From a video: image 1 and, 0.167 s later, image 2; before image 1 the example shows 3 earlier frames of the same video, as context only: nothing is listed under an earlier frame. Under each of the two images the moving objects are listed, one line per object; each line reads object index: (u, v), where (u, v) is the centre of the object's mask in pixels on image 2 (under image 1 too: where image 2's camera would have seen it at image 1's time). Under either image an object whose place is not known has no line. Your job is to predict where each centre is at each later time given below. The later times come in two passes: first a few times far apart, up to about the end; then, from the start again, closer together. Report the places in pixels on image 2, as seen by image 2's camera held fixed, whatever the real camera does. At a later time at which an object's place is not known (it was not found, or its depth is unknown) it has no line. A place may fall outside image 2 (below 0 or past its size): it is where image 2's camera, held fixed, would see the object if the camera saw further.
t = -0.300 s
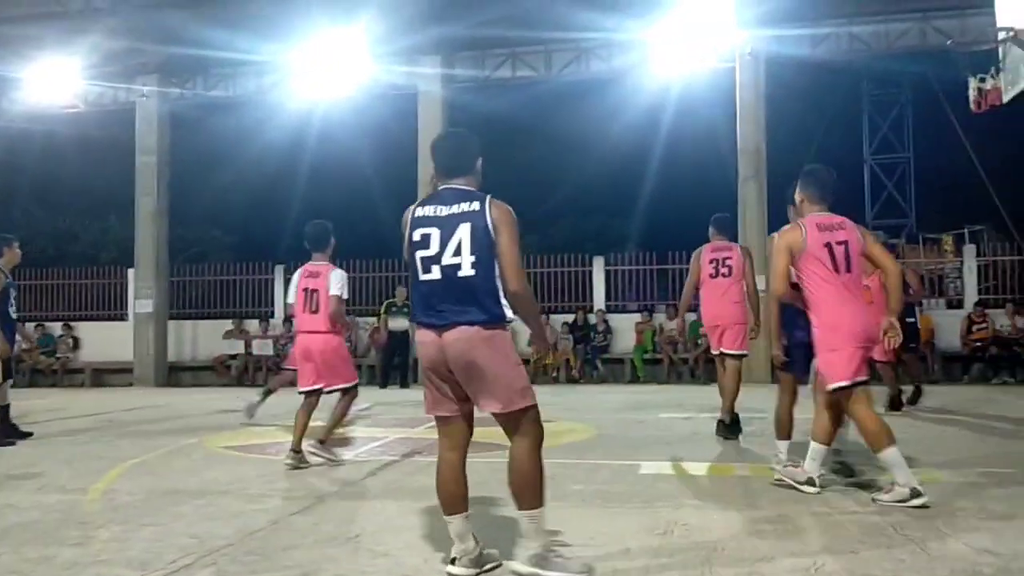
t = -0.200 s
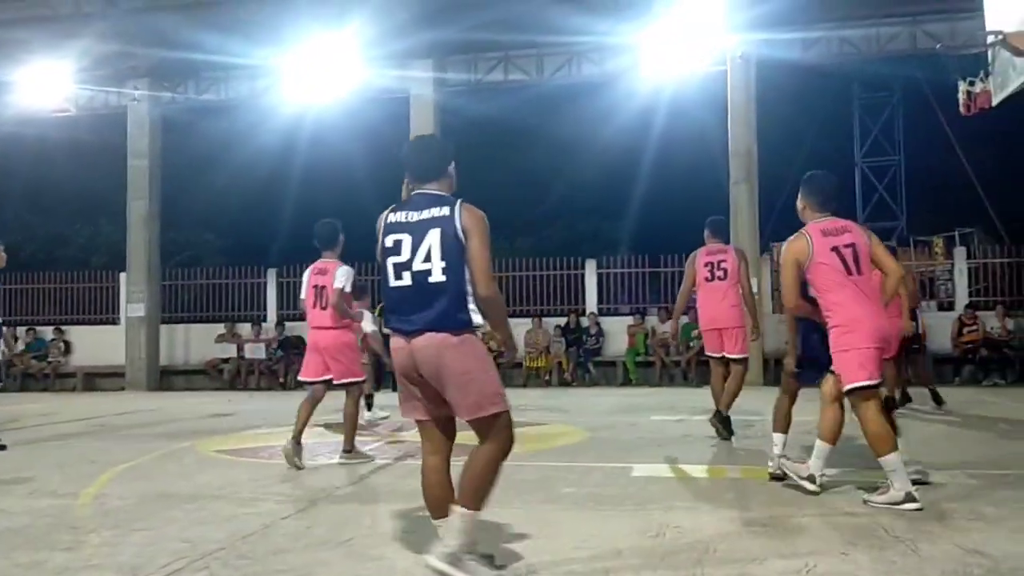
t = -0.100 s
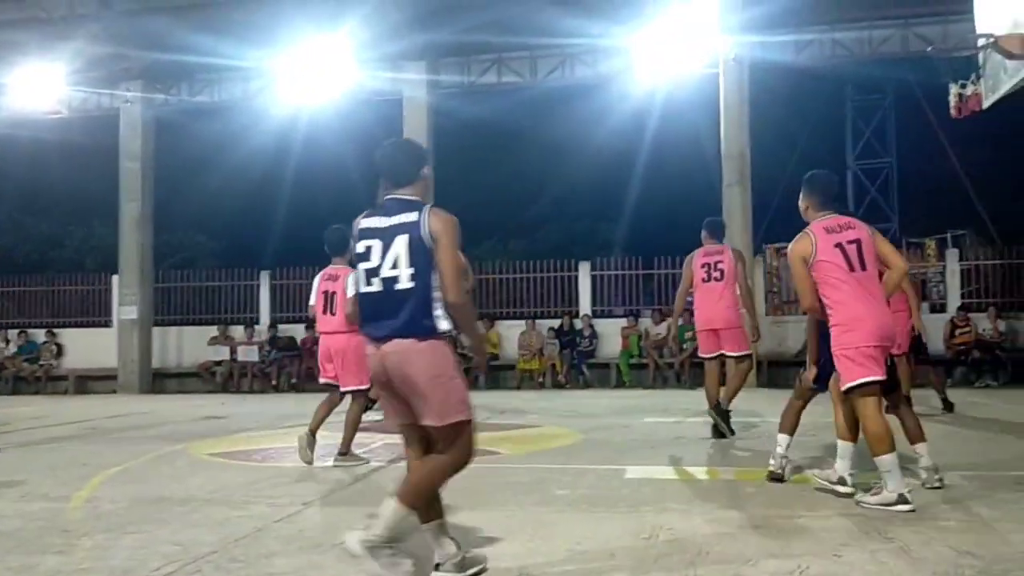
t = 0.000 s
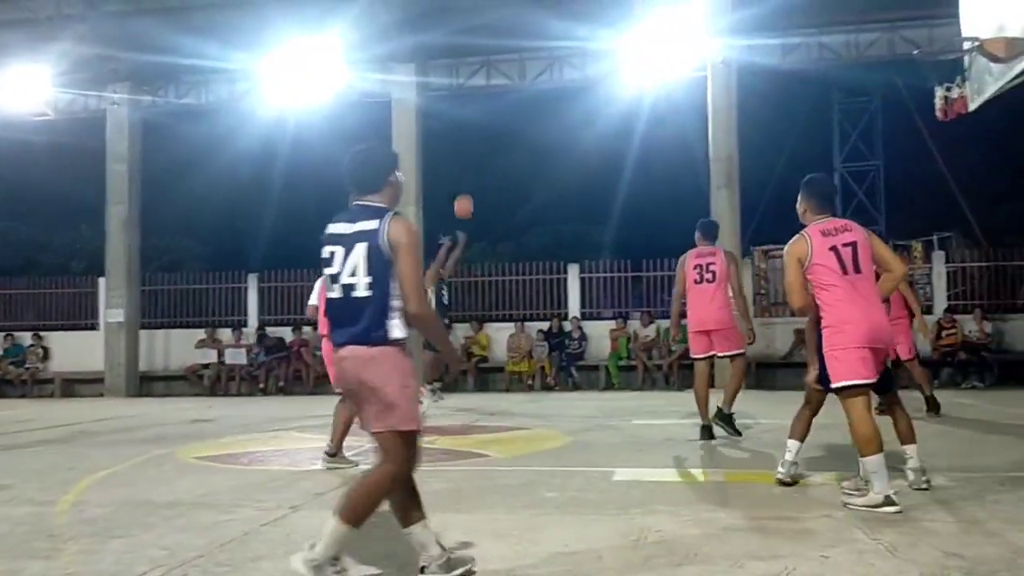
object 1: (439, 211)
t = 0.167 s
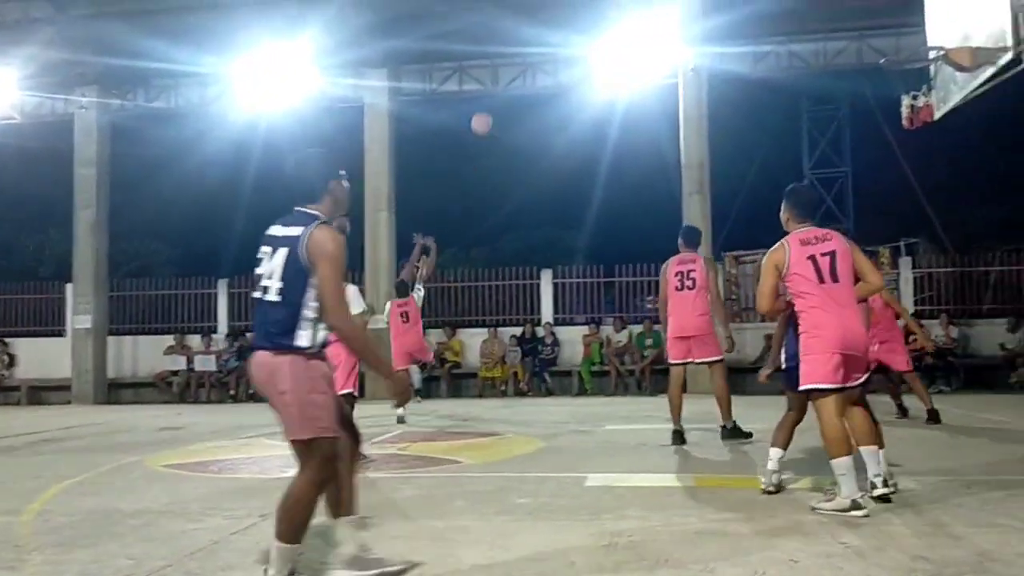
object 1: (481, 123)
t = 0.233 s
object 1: (500, 93)
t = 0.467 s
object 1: (577, 0)
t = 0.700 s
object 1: (669, -53)
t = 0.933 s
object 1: (783, -60)
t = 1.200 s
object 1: (943, 12)
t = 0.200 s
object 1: (491, 107)
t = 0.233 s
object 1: (500, 93)
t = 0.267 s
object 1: (510, 76)
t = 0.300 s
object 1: (521, 63)
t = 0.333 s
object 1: (533, 48)
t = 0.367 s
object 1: (543, 36)
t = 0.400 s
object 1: (554, 23)
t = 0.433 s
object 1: (565, 11)
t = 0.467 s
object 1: (577, 0)
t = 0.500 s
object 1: (588, -10)
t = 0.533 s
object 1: (601, -19)
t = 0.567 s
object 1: (613, -28)
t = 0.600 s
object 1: (626, -35)
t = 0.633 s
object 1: (640, -42)
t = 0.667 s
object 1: (655, -49)
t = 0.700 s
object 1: (669, -53)
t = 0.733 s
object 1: (684, -57)
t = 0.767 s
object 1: (698, -60)
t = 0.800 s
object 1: (715, -63)
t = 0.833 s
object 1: (732, -64)
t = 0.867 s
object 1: (749, -65)
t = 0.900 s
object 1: (766, -63)
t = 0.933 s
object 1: (783, -60)
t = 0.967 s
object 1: (800, -56)
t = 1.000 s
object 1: (818, -51)
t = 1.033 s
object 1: (837, -44)
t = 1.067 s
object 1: (856, -36)
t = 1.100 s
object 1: (877, -26)
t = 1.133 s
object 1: (897, -14)
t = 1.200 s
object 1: (943, 12)
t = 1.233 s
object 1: (950, 30)
